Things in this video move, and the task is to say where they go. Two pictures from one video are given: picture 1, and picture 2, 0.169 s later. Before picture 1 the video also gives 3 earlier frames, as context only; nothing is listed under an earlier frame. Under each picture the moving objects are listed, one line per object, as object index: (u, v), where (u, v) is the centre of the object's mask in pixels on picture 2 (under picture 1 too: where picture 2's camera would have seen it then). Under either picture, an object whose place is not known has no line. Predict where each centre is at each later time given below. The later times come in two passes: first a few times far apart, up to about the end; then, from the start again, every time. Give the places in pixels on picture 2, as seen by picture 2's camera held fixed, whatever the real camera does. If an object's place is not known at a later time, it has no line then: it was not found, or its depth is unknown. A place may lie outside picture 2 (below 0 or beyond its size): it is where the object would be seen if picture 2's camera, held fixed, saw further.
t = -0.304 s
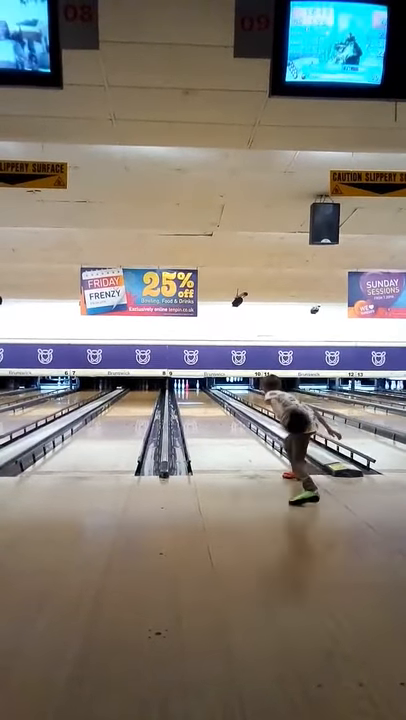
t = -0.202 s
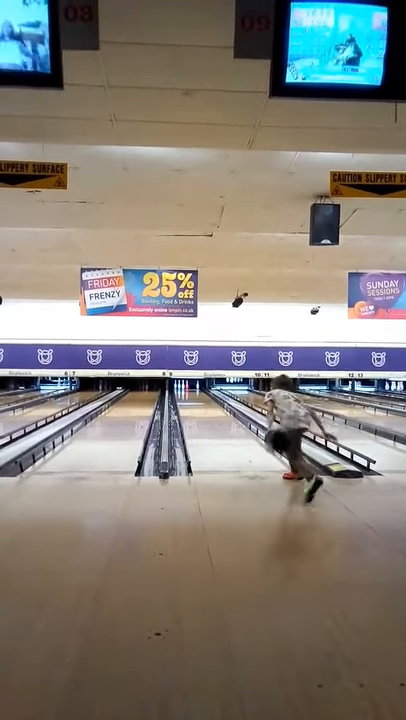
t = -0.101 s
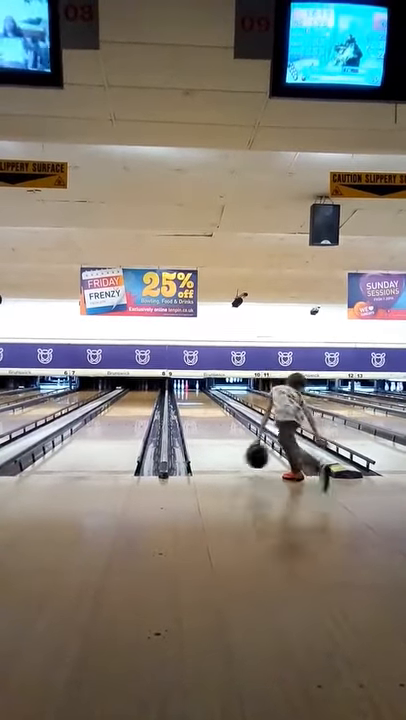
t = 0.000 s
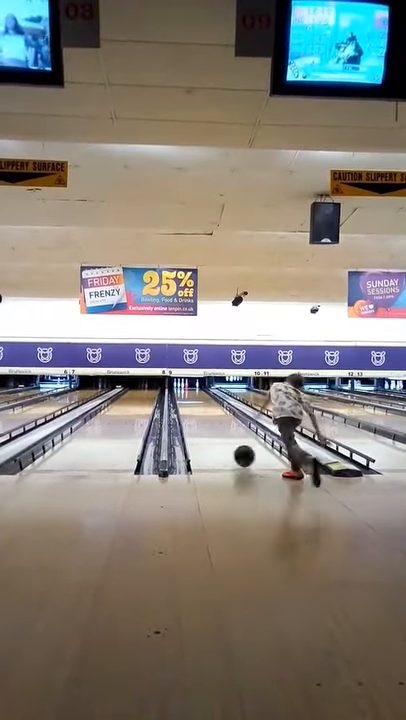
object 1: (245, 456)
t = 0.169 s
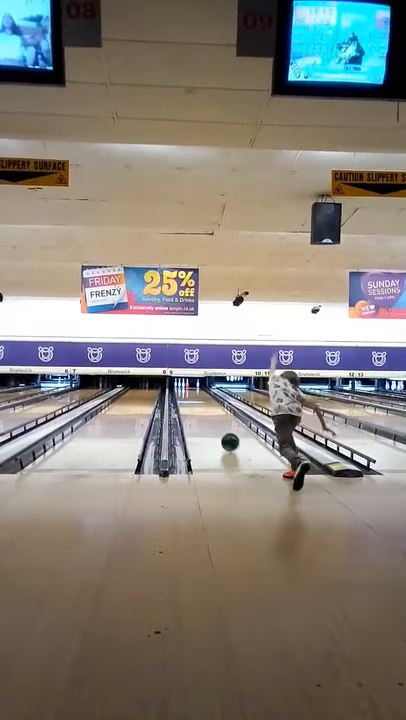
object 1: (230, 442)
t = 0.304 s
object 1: (221, 434)
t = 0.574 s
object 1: (208, 422)
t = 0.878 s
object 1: (199, 413)
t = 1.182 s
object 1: (194, 406)
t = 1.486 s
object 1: (191, 401)
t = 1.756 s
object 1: (189, 397)
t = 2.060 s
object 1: (188, 395)
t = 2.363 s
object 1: (187, 393)
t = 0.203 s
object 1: (227, 440)
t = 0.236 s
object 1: (225, 438)
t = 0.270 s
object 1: (223, 436)
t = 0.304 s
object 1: (221, 434)
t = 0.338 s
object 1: (219, 432)
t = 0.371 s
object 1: (218, 431)
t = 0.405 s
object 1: (216, 429)
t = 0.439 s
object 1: (214, 427)
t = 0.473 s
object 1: (213, 426)
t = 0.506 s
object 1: (211, 425)
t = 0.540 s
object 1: (210, 423)
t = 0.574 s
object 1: (208, 422)
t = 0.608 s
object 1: (207, 421)
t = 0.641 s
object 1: (206, 419)
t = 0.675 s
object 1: (205, 418)
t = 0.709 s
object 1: (204, 417)
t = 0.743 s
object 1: (203, 416)
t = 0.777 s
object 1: (203, 416)
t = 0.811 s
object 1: (202, 415)
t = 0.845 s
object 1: (201, 413)
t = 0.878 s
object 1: (199, 413)
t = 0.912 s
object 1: (198, 412)
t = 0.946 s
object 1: (198, 411)
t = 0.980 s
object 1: (198, 410)
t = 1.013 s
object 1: (197, 410)
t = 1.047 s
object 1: (196, 409)
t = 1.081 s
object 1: (196, 408)
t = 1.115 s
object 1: (195, 407)
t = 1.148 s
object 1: (194, 407)
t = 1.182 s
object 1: (194, 406)
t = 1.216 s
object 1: (193, 405)
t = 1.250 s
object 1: (193, 405)
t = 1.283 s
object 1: (193, 404)
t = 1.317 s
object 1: (192, 404)
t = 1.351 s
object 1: (192, 403)
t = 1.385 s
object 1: (191, 403)
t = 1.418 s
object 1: (191, 402)
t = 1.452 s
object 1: (191, 402)
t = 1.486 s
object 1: (191, 401)
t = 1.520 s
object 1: (190, 401)
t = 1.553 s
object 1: (190, 400)
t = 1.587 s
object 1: (190, 400)
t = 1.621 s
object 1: (190, 399)
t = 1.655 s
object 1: (189, 399)
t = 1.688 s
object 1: (189, 398)
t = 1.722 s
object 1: (189, 398)
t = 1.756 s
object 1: (189, 397)
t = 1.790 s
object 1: (189, 398)
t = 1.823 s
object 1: (189, 397)
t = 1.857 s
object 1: (188, 397)
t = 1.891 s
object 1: (188, 397)
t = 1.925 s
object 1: (188, 396)
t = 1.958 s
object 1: (188, 396)
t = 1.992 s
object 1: (188, 396)
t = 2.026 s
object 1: (188, 396)
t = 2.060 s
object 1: (188, 395)
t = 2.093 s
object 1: (188, 395)
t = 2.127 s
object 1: (187, 395)
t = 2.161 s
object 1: (188, 395)
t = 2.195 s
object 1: (188, 395)
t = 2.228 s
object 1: (188, 395)
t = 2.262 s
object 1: (188, 395)
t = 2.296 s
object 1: (188, 394)
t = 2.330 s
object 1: (187, 393)
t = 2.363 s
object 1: (187, 393)
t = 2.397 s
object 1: (188, 393)
